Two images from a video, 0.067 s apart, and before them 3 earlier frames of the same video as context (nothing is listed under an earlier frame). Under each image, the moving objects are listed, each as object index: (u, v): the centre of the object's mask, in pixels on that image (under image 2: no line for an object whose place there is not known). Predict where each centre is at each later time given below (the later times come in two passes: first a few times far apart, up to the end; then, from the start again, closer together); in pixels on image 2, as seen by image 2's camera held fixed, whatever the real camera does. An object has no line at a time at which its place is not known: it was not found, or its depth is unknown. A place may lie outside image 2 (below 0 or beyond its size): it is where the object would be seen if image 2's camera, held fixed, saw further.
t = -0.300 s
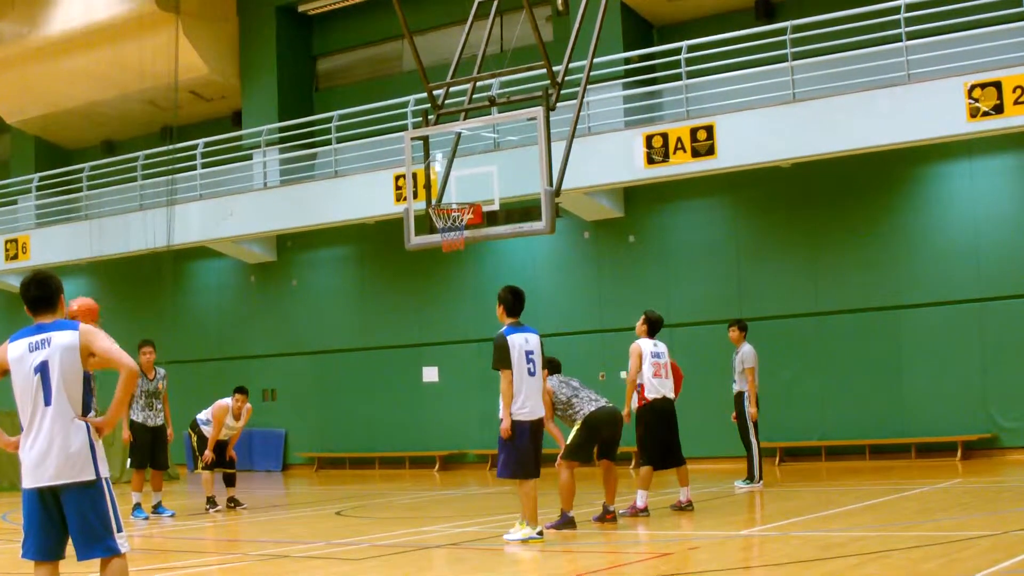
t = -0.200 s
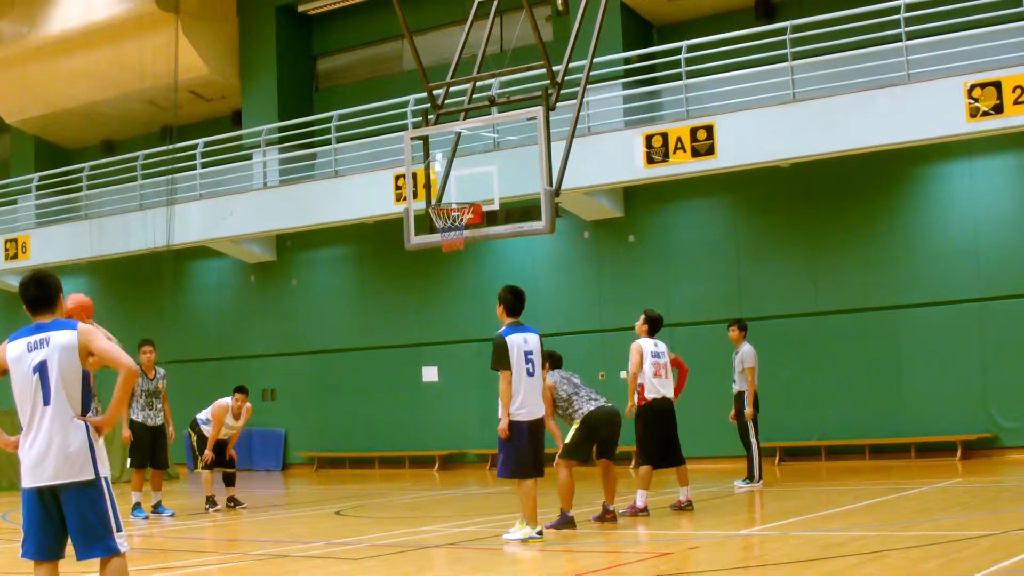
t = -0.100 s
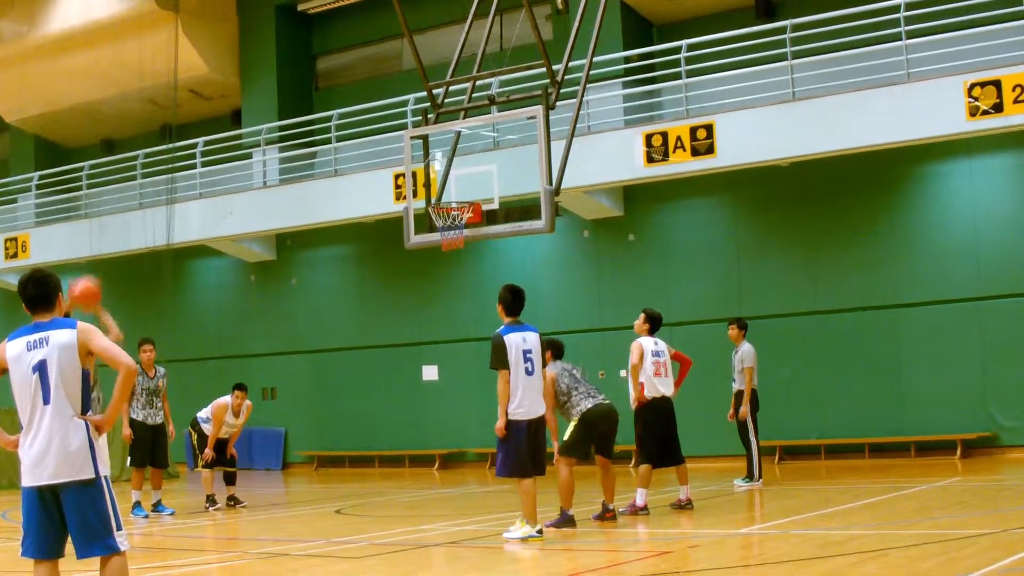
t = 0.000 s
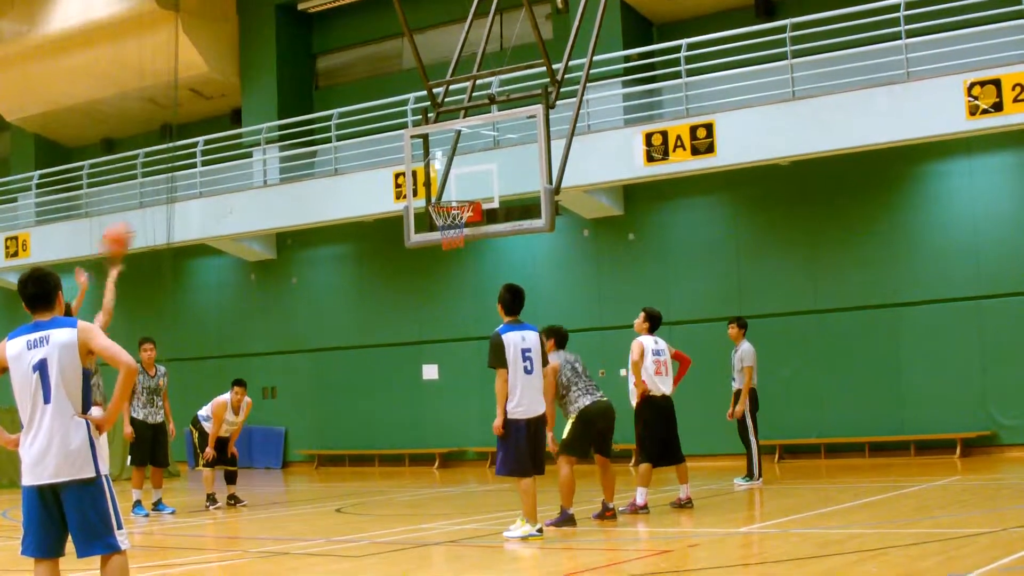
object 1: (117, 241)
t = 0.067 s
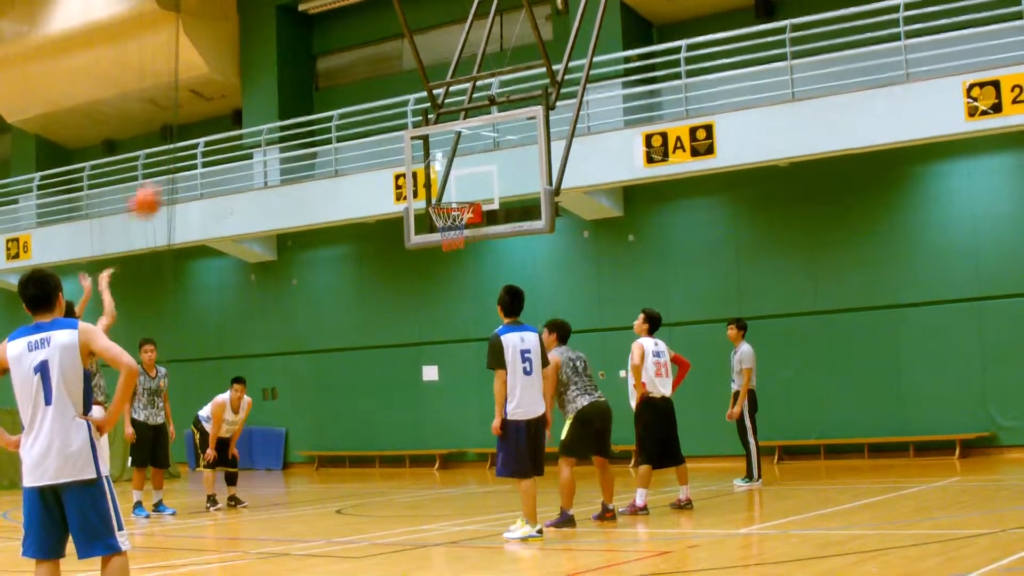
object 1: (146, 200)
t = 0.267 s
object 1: (227, 124)
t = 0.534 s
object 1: (323, 96)
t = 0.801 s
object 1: (409, 137)
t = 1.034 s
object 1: (435, 191)
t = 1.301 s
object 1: (316, 201)
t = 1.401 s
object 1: (270, 222)
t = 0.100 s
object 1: (160, 185)
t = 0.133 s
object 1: (173, 170)
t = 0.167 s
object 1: (186, 157)
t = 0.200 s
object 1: (201, 144)
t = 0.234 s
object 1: (214, 132)
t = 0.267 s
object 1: (227, 124)
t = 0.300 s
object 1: (239, 116)
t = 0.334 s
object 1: (252, 110)
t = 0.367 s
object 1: (264, 105)
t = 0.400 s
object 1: (276, 101)
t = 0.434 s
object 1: (289, 98)
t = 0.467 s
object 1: (299, 96)
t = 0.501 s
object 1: (312, 96)
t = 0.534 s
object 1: (323, 96)
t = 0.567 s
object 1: (333, 97)
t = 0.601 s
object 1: (345, 100)
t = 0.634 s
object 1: (356, 103)
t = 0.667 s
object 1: (367, 108)
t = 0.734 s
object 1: (389, 120)
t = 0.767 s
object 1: (399, 128)
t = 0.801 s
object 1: (409, 137)
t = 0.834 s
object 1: (421, 148)
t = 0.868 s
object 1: (430, 156)
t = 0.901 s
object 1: (441, 169)
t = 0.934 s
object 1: (451, 181)
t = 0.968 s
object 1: (461, 195)
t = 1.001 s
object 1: (452, 194)
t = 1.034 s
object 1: (435, 191)
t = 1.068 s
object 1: (422, 189)
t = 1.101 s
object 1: (405, 187)
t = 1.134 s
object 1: (391, 188)
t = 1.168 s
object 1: (375, 189)
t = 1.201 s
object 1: (361, 190)
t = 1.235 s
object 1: (346, 192)
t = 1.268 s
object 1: (331, 196)
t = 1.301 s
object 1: (316, 201)
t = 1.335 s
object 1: (301, 207)
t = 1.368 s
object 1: (285, 214)
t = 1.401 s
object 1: (270, 222)
